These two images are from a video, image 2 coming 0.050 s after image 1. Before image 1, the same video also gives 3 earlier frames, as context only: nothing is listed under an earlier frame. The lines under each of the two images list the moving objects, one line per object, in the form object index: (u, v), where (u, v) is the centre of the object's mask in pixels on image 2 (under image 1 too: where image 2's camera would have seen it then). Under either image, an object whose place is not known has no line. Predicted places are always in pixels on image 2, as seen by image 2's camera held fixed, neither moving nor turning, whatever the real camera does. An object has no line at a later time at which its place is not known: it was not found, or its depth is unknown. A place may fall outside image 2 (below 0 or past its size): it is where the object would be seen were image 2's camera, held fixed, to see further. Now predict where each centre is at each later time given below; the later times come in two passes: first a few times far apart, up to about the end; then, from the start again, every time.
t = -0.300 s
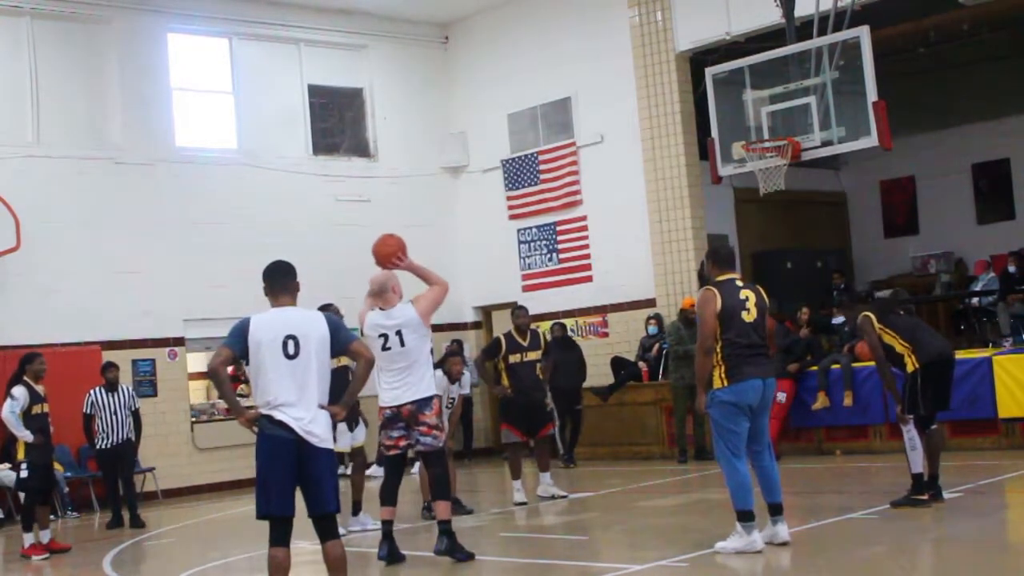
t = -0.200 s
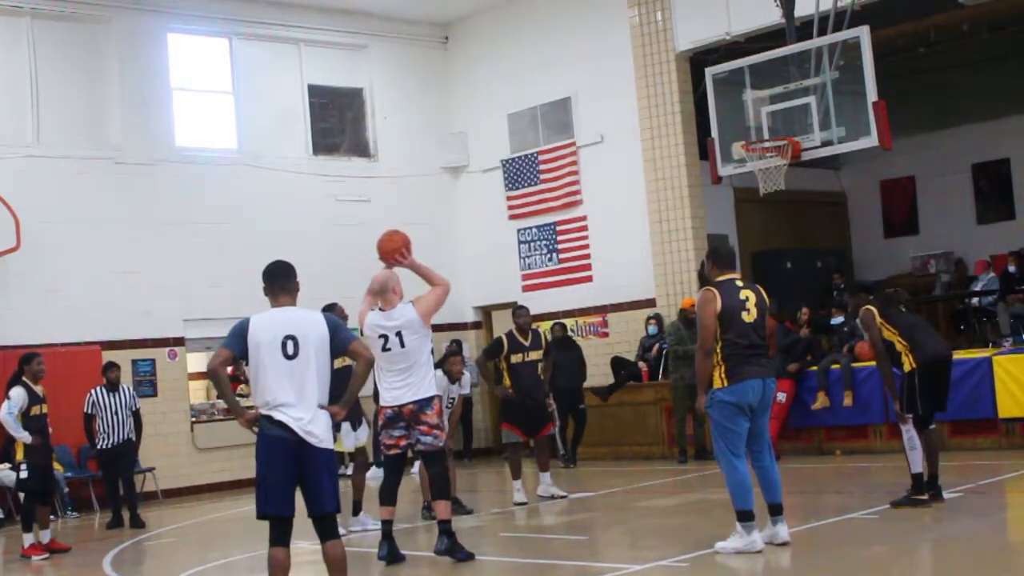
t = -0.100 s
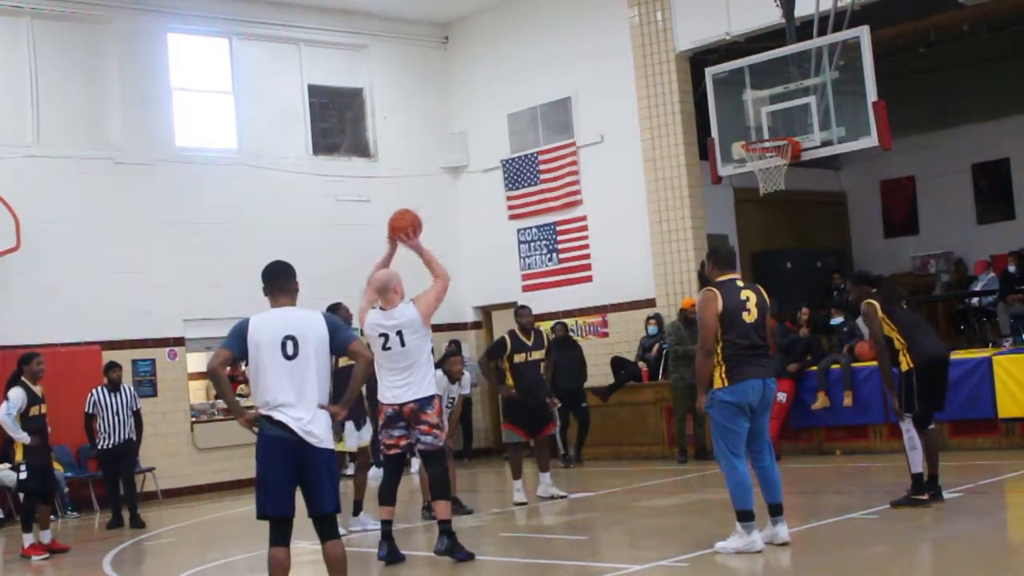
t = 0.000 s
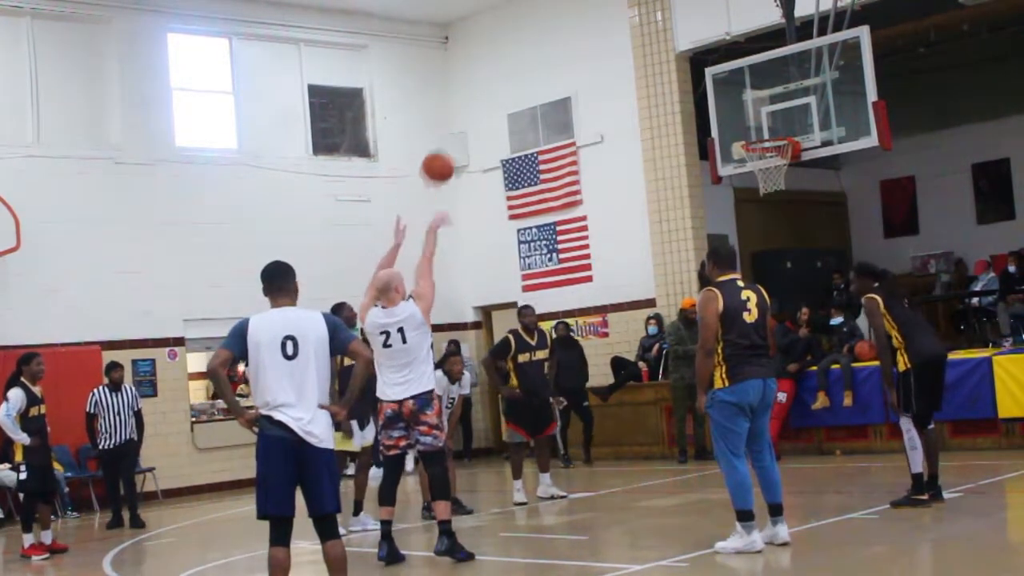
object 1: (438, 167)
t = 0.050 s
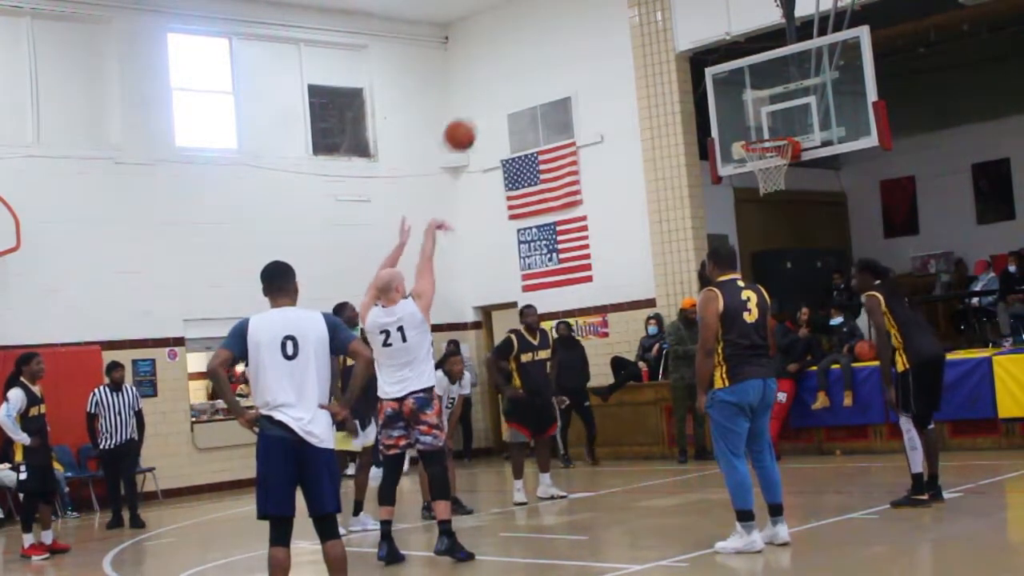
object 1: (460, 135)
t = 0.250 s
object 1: (541, 49)
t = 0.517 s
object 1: (642, 22)
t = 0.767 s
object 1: (729, 68)
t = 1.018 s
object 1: (753, 114)
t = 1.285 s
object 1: (653, 88)
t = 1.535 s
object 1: (567, 132)
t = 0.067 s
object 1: (467, 125)
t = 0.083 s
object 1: (474, 116)
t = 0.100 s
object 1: (481, 107)
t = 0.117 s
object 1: (488, 99)
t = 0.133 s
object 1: (495, 91)
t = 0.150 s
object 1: (501, 84)
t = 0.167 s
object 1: (508, 77)
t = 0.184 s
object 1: (515, 70)
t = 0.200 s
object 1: (522, 64)
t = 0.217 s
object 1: (528, 59)
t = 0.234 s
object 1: (535, 54)
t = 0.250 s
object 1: (541, 49)
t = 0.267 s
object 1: (548, 44)
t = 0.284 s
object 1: (554, 41)
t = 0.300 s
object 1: (561, 37)
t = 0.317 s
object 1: (567, 33)
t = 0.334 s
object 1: (573, 31)
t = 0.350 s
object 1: (580, 28)
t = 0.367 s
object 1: (586, 26)
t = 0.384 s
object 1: (592, 24)
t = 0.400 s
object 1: (599, 22)
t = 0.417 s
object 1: (605, 21)
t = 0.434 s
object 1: (611, 21)
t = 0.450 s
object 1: (617, 20)
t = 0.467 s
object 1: (623, 20)
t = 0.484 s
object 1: (629, 21)
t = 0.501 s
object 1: (636, 21)
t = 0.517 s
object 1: (642, 22)
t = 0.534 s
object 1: (647, 23)
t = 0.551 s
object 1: (653, 25)
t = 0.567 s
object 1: (660, 26)
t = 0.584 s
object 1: (666, 28)
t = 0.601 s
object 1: (671, 30)
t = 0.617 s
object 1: (678, 33)
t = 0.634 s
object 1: (683, 36)
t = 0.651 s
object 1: (690, 39)
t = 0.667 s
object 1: (695, 42)
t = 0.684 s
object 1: (702, 47)
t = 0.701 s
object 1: (706, 50)
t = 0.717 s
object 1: (713, 54)
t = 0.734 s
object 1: (717, 58)
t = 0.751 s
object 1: (723, 63)
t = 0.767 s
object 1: (729, 68)
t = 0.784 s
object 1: (734, 75)
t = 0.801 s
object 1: (740, 79)
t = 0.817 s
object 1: (745, 85)
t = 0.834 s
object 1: (752, 91)
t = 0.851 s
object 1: (756, 98)
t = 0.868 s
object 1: (763, 106)
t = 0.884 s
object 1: (767, 113)
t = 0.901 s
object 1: (774, 121)
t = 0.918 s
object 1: (780, 126)
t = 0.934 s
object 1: (782, 131)
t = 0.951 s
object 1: (779, 130)
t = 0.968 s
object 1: (774, 127)
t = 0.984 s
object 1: (769, 123)
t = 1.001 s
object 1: (759, 117)
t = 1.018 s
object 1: (753, 114)
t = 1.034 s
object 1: (746, 109)
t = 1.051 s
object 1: (739, 104)
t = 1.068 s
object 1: (733, 101)
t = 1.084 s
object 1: (729, 99)
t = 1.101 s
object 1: (722, 96)
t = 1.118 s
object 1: (714, 94)
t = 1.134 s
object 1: (710, 92)
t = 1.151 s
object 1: (702, 90)
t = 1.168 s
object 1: (695, 89)
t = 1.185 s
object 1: (691, 88)
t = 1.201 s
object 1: (684, 88)
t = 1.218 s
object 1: (678, 87)
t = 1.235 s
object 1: (672, 86)
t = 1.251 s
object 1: (665, 87)
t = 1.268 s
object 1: (659, 87)
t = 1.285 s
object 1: (653, 88)
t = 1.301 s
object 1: (646, 89)
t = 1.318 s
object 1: (640, 89)
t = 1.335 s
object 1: (634, 91)
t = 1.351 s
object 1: (628, 93)
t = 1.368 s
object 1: (623, 95)
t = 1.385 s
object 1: (617, 97)
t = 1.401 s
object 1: (611, 100)
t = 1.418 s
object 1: (605, 103)
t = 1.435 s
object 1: (599, 106)
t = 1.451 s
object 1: (594, 110)
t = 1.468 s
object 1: (588, 114)
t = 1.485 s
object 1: (583, 118)
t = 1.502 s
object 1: (577, 122)
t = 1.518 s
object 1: (572, 127)
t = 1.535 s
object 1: (567, 132)
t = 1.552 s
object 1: (562, 138)
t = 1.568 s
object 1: (555, 143)
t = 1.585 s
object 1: (550, 149)
